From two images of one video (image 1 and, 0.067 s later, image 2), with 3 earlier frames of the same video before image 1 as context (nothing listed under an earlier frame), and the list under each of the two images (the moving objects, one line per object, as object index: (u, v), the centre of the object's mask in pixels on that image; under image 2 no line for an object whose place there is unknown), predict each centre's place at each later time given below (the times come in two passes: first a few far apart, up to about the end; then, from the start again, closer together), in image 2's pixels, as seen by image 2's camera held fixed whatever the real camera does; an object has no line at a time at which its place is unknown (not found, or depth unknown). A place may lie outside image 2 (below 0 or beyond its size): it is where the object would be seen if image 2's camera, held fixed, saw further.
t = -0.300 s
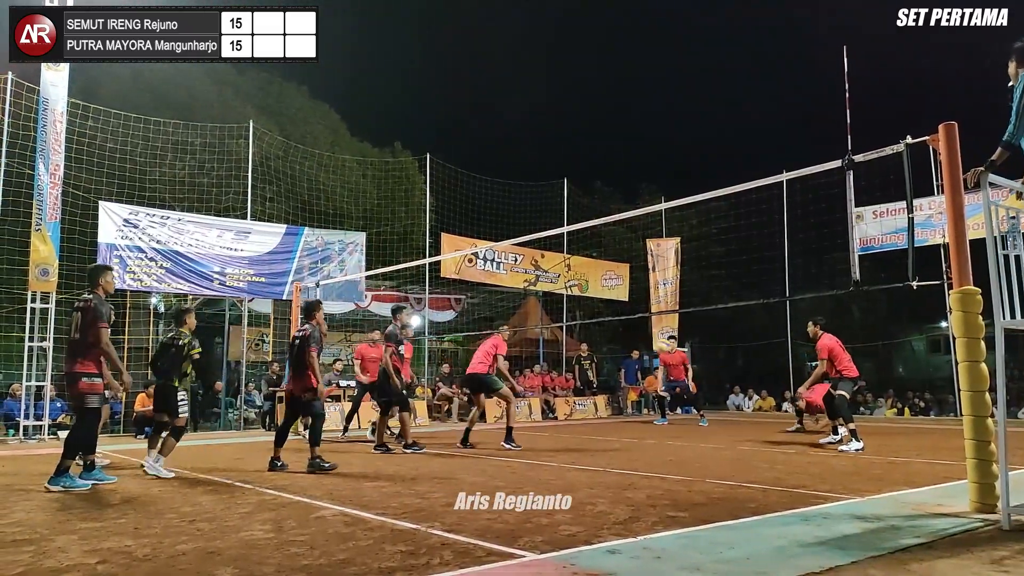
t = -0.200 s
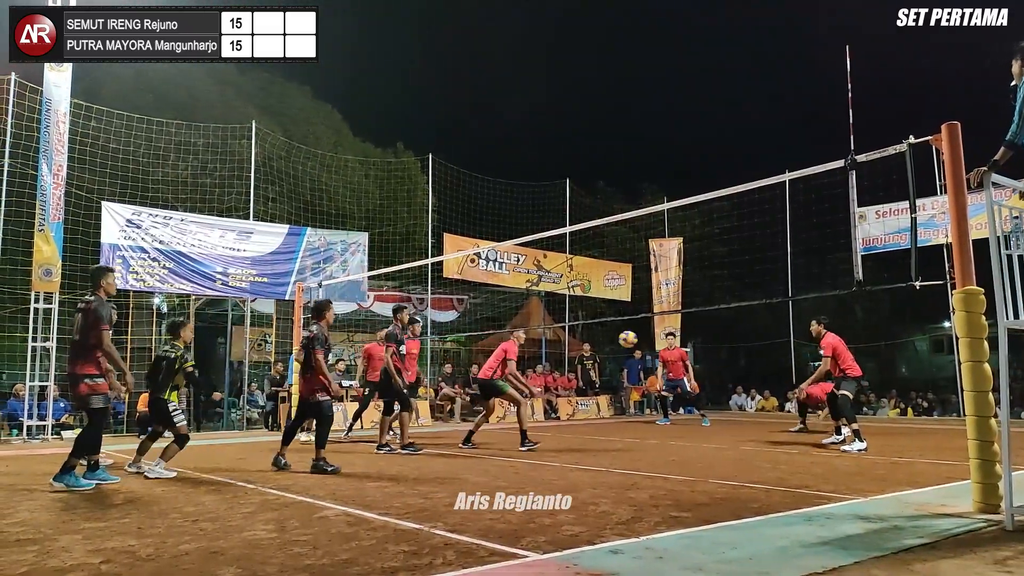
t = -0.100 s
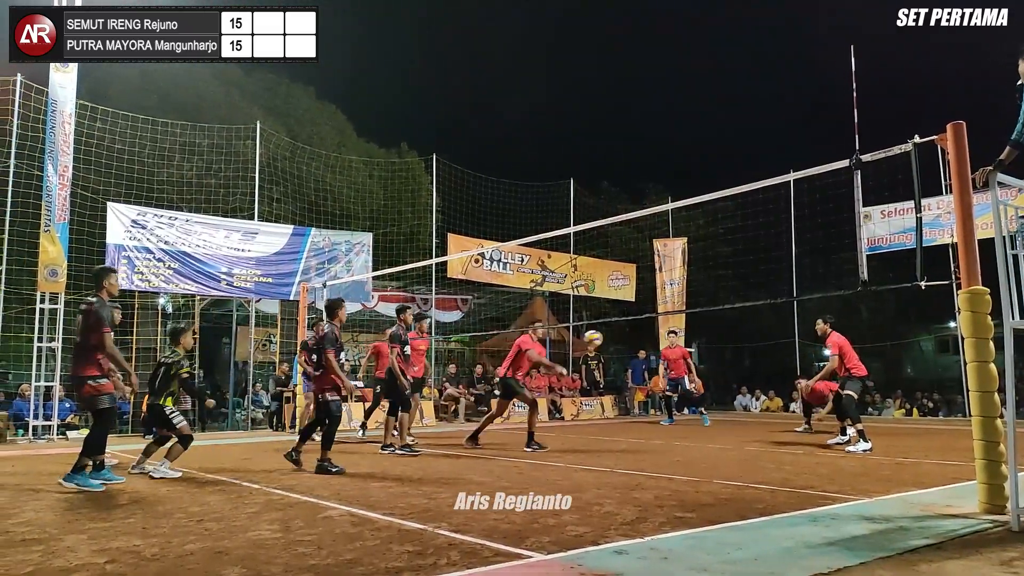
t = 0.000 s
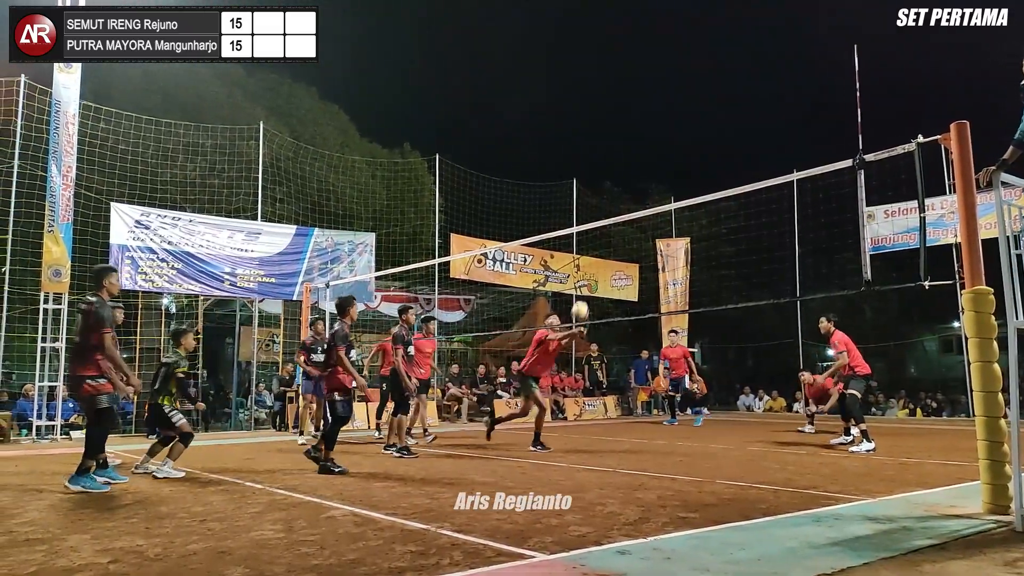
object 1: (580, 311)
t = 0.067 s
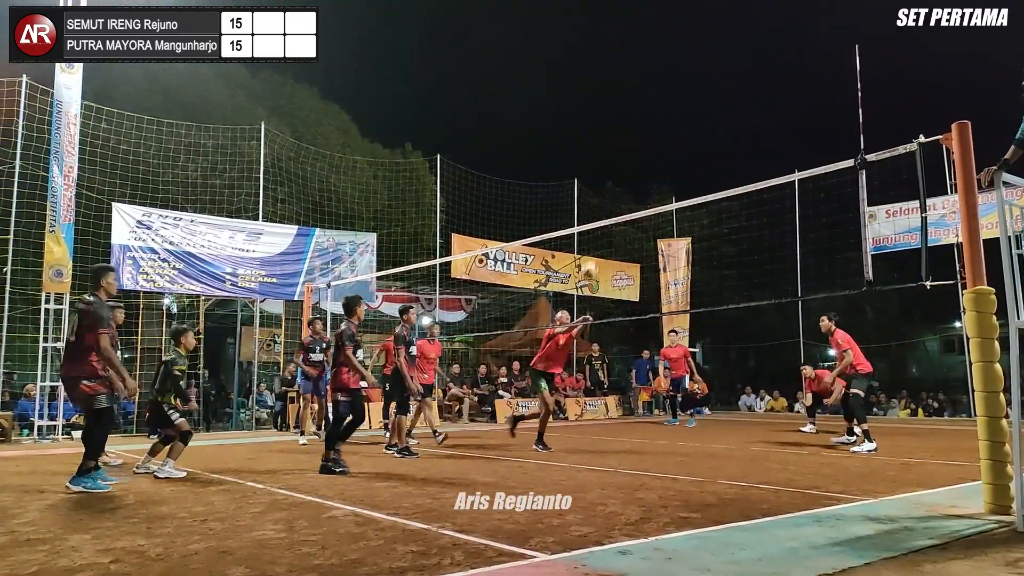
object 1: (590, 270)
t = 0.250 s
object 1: (612, 180)
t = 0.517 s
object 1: (644, 97)
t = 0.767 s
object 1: (673, 68)
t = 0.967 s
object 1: (697, 80)
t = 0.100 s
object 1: (594, 250)
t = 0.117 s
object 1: (596, 243)
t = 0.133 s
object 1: (598, 235)
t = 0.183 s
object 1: (604, 209)
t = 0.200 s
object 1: (606, 201)
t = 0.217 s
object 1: (608, 194)
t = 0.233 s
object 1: (610, 187)
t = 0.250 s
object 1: (612, 180)
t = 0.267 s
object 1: (614, 173)
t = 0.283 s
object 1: (616, 166)
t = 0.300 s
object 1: (618, 160)
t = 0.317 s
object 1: (620, 154)
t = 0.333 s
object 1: (622, 148)
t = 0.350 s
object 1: (624, 142)
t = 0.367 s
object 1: (626, 136)
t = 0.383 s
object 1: (628, 131)
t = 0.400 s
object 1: (630, 126)
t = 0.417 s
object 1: (632, 121)
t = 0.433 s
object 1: (634, 116)
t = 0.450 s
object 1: (636, 112)
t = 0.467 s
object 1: (638, 108)
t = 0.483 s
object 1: (640, 104)
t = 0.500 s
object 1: (642, 100)
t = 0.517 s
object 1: (644, 97)
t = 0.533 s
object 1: (646, 93)
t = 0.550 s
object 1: (648, 90)
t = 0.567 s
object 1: (650, 87)
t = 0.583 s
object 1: (652, 85)
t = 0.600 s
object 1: (654, 82)
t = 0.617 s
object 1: (656, 80)
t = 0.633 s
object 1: (658, 78)
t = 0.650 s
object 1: (660, 76)
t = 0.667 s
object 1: (662, 74)
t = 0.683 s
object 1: (664, 73)
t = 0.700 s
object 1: (665, 71)
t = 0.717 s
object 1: (667, 70)
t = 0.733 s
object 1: (669, 70)
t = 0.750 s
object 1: (671, 69)
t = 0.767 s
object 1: (673, 68)
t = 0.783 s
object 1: (675, 68)
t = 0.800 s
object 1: (677, 68)
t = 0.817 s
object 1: (679, 69)
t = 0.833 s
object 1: (681, 69)
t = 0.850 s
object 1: (683, 70)
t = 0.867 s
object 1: (685, 70)
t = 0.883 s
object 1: (687, 72)
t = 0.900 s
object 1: (689, 73)
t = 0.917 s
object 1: (691, 74)
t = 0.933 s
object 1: (693, 76)
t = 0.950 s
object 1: (695, 78)
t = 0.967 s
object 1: (697, 80)
